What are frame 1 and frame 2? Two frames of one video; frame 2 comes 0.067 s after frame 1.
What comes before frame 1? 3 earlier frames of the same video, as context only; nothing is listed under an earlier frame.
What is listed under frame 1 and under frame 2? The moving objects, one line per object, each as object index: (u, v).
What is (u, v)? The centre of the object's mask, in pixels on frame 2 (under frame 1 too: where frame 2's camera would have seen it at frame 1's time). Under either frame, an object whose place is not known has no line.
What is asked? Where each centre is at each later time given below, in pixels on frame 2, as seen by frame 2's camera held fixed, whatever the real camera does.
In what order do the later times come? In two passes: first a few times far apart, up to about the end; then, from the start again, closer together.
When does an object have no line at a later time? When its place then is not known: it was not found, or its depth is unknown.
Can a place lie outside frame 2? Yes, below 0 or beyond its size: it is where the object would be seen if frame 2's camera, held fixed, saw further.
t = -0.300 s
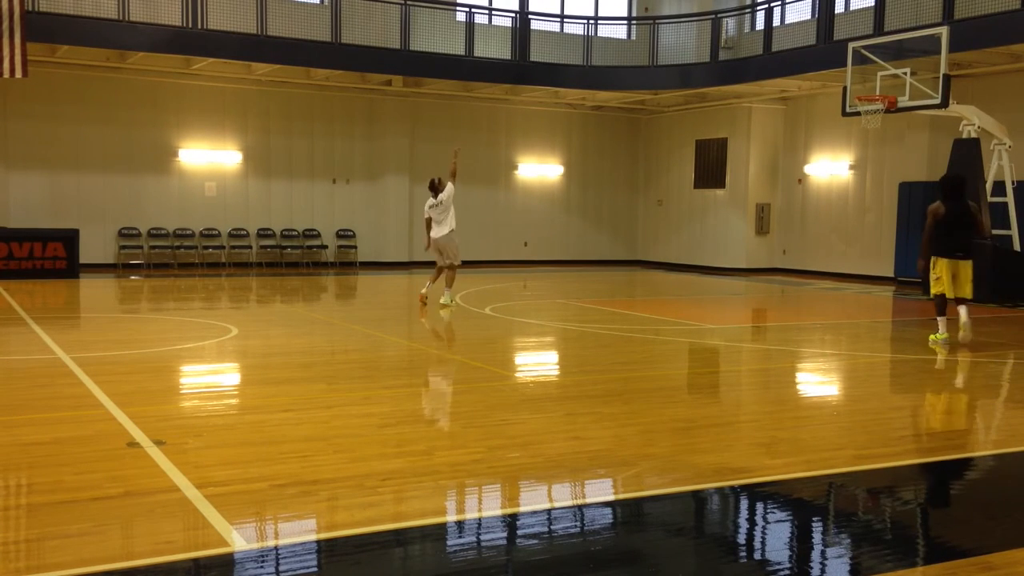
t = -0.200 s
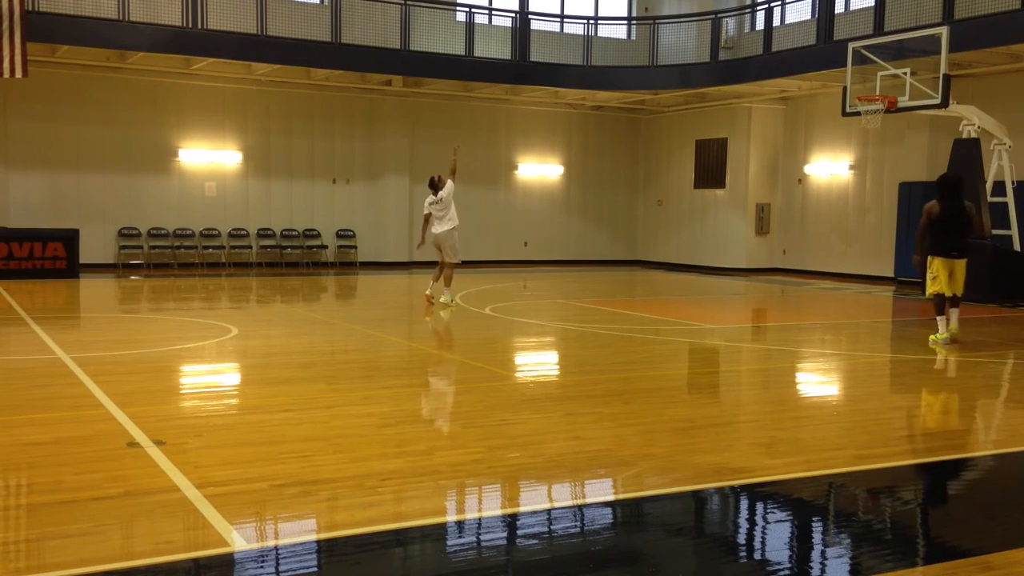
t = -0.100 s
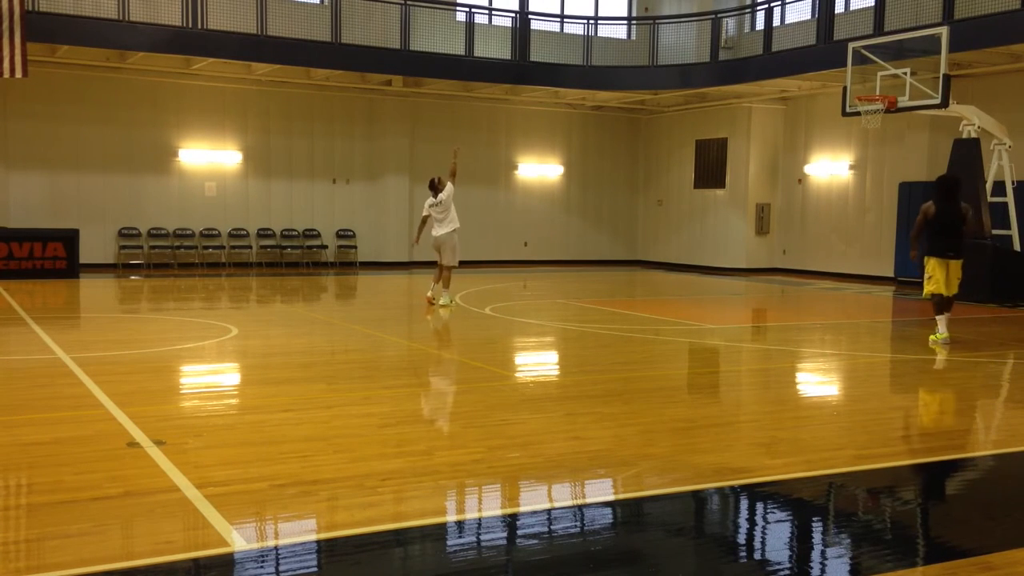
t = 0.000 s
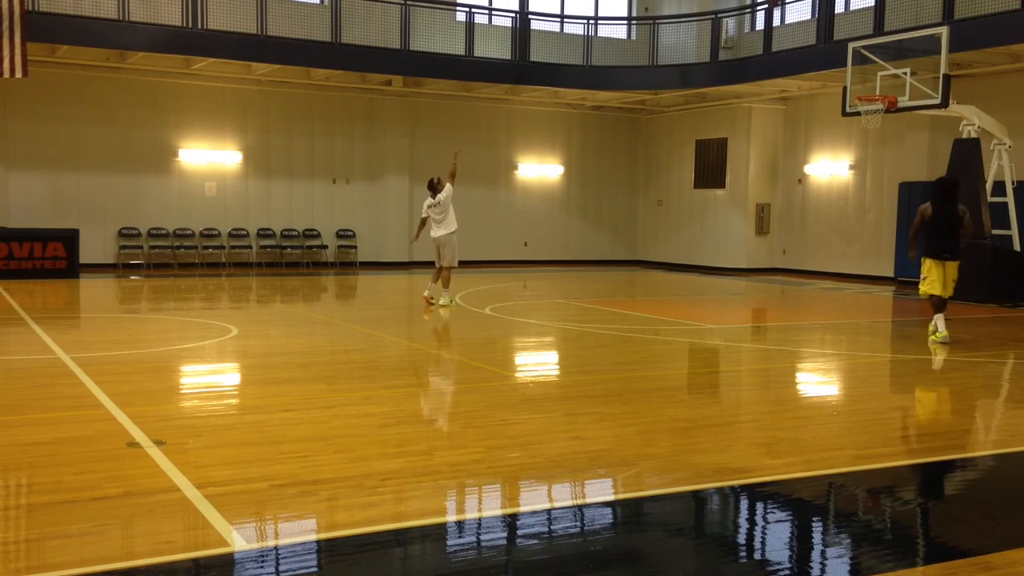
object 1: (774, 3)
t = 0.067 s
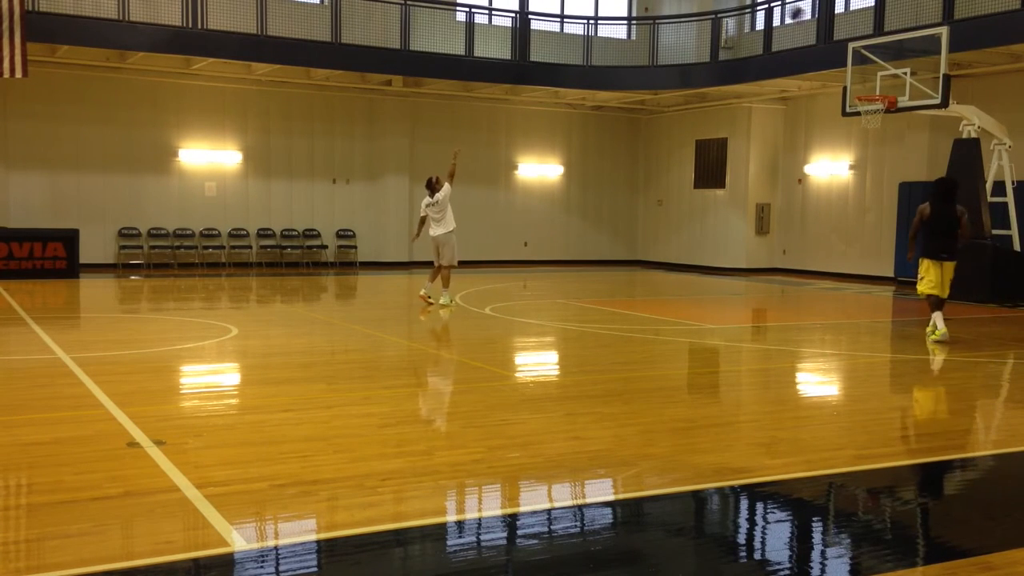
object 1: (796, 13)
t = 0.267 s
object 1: (856, 68)
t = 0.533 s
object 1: (850, 143)
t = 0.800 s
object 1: (809, 231)
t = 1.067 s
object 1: (775, 260)
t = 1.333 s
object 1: (747, 210)
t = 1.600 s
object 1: (719, 207)
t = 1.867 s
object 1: (688, 250)
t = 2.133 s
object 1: (659, 274)
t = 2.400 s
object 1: (633, 246)
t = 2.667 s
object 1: (606, 267)
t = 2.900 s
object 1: (581, 283)
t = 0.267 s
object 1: (856, 68)
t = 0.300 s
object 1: (864, 78)
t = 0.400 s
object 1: (871, 112)
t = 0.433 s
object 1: (865, 120)
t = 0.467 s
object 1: (859, 127)
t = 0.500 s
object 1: (854, 135)
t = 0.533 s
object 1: (850, 143)
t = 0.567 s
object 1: (844, 151)
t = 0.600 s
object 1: (838, 159)
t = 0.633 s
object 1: (834, 172)
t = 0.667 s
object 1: (829, 181)
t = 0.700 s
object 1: (824, 193)
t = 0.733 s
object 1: (819, 205)
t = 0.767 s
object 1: (814, 217)
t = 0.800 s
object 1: (809, 231)
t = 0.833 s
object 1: (804, 245)
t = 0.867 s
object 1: (800, 258)
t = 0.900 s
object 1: (794, 274)
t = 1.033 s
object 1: (778, 271)
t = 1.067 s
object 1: (775, 260)
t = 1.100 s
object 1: (772, 252)
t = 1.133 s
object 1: (768, 244)
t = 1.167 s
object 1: (765, 237)
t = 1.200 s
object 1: (762, 230)
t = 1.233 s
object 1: (758, 224)
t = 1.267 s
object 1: (755, 218)
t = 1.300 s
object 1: (751, 213)
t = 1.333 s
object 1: (747, 210)
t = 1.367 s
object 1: (744, 207)
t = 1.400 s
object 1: (740, 205)
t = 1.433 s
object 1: (737, 203)
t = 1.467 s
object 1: (733, 202)
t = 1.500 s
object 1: (730, 202)
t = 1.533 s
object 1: (726, 203)
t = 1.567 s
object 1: (722, 204)
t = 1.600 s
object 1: (719, 207)
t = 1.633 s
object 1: (715, 209)
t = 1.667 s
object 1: (711, 213)
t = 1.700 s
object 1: (707, 217)
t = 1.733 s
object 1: (703, 223)
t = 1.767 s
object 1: (700, 229)
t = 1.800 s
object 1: (696, 236)
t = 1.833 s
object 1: (692, 243)
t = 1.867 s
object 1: (688, 250)
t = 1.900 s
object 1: (685, 258)
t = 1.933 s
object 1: (681, 269)
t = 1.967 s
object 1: (677, 279)
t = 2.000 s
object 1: (673, 290)
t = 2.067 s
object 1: (666, 289)
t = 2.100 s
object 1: (663, 281)
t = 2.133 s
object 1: (659, 274)
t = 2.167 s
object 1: (656, 268)
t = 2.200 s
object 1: (653, 263)
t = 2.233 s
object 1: (650, 258)
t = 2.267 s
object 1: (646, 255)
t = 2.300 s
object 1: (643, 251)
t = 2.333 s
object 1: (640, 249)
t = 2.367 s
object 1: (636, 247)
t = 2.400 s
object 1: (633, 246)
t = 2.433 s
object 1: (630, 246)
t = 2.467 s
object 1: (626, 247)
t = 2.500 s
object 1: (623, 248)
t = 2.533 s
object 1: (619, 250)
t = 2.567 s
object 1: (616, 254)
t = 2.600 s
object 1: (612, 256)
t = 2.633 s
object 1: (608, 262)
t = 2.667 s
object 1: (606, 267)
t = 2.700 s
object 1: (602, 272)
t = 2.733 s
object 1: (598, 279)
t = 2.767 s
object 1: (595, 286)
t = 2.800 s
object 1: (591, 294)
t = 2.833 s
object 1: (588, 295)
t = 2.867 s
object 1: (584, 288)
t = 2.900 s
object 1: (581, 283)
